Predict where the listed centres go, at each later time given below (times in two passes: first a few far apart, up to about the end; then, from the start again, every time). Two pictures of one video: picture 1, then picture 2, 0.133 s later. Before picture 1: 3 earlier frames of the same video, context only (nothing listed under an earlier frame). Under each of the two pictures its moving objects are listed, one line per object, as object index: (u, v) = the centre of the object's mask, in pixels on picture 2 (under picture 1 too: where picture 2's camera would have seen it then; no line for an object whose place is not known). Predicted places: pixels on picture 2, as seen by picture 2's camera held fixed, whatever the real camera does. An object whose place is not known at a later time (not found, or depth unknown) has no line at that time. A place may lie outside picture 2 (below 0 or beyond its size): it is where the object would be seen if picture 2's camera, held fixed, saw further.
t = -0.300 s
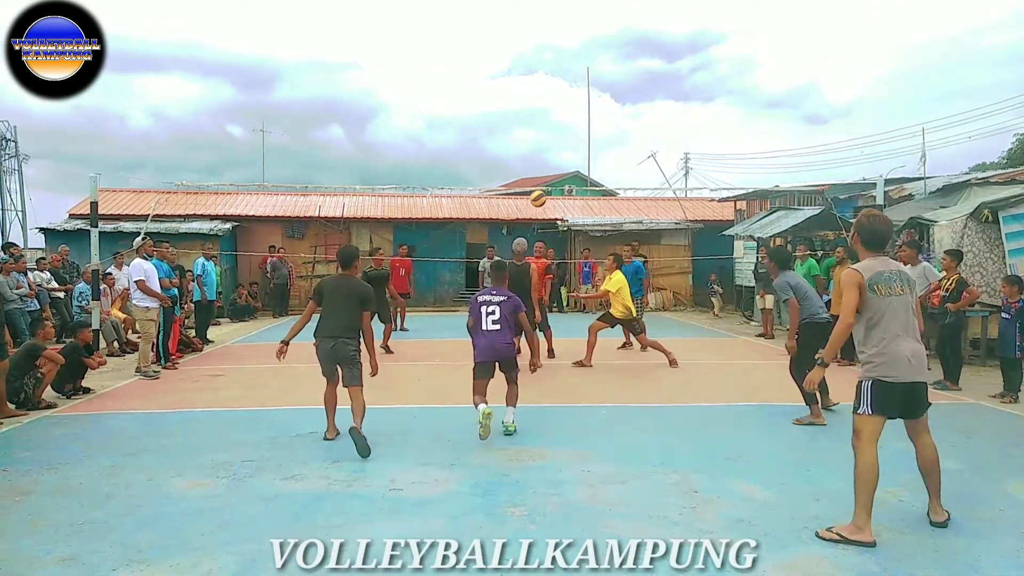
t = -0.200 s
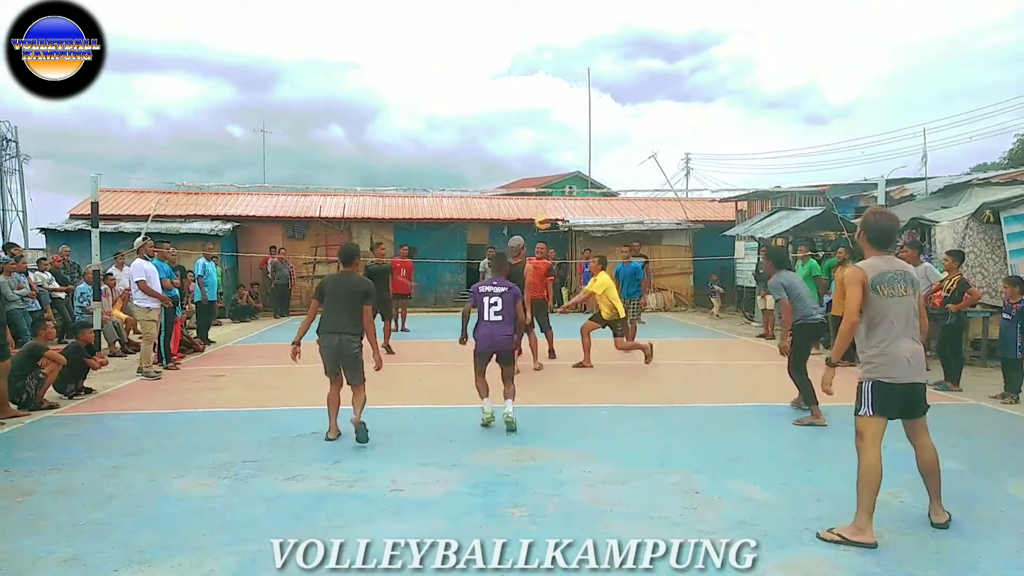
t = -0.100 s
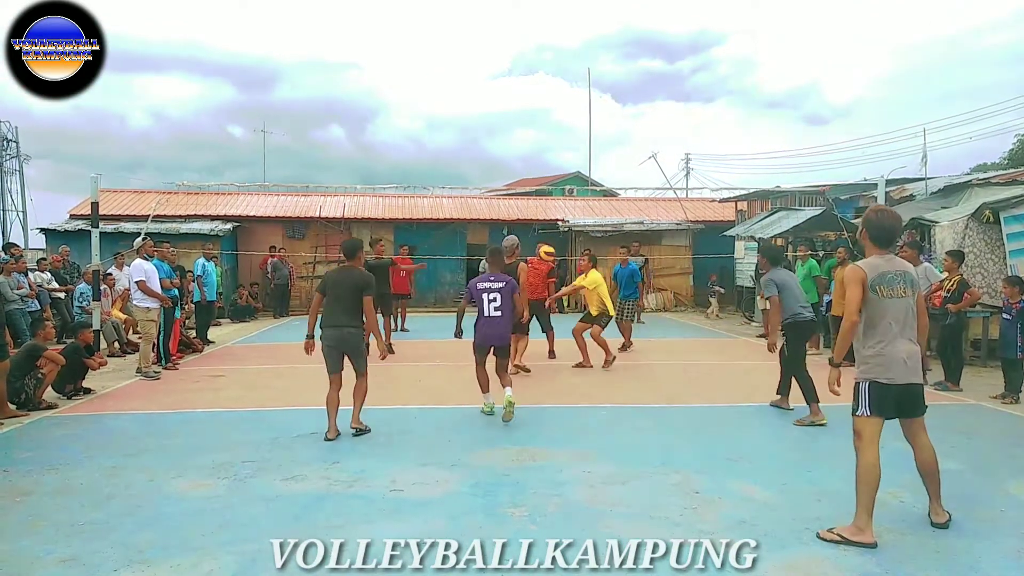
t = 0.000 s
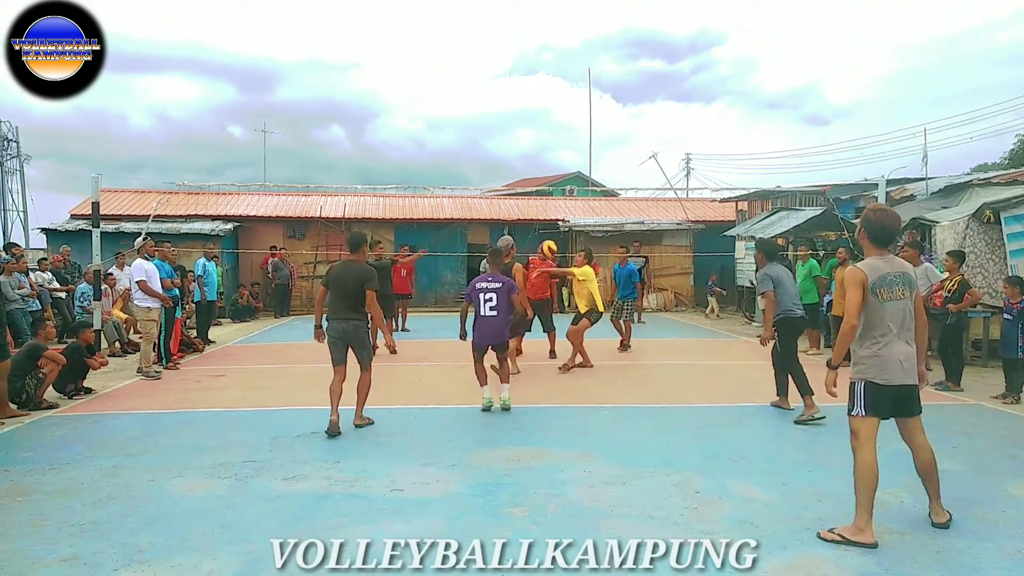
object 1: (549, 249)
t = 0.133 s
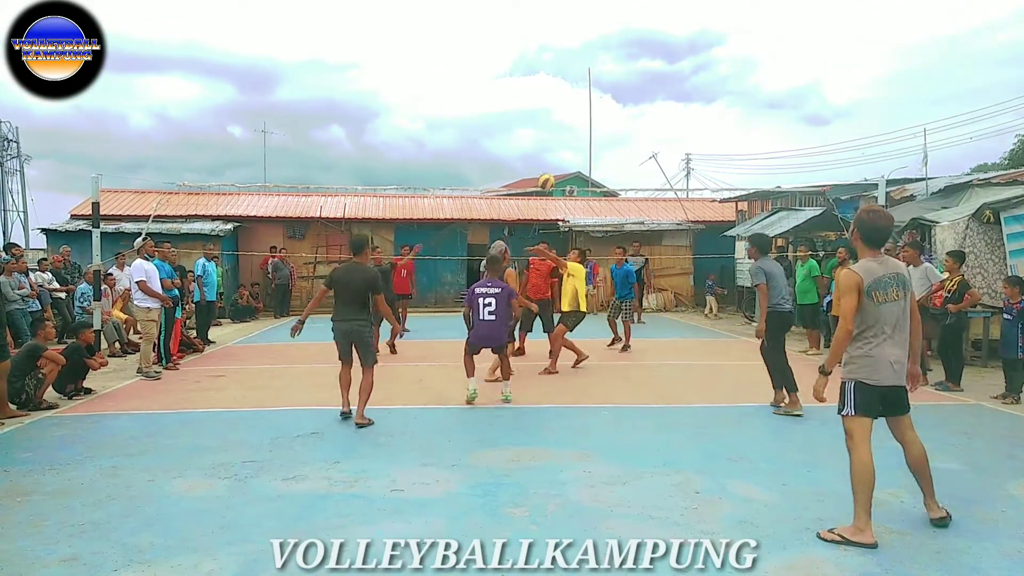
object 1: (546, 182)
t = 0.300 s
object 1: (542, 114)
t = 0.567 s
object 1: (536, 51)
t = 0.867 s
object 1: (527, 47)
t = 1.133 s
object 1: (517, 110)
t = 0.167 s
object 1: (545, 167)
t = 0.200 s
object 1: (544, 152)
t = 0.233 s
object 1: (544, 139)
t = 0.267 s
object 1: (543, 127)
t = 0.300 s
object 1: (542, 114)
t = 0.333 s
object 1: (542, 103)
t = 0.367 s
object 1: (541, 93)
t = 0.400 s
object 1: (540, 83)
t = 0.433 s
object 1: (539, 75)
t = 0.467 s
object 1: (539, 68)
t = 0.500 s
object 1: (538, 61)
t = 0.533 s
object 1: (537, 56)
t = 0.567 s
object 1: (536, 51)
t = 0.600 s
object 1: (535, 47)
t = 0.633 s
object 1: (534, 43)
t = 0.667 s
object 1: (533, 41)
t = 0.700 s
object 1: (532, 40)
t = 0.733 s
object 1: (531, 39)
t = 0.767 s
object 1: (530, 40)
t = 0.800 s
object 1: (529, 41)
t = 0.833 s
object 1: (528, 43)
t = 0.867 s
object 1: (527, 47)
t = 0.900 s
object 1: (526, 51)
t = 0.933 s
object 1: (525, 57)
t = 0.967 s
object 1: (523, 63)
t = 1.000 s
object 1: (522, 71)
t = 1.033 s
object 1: (521, 79)
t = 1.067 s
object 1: (520, 89)
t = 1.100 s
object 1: (518, 99)
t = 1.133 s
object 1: (517, 110)
